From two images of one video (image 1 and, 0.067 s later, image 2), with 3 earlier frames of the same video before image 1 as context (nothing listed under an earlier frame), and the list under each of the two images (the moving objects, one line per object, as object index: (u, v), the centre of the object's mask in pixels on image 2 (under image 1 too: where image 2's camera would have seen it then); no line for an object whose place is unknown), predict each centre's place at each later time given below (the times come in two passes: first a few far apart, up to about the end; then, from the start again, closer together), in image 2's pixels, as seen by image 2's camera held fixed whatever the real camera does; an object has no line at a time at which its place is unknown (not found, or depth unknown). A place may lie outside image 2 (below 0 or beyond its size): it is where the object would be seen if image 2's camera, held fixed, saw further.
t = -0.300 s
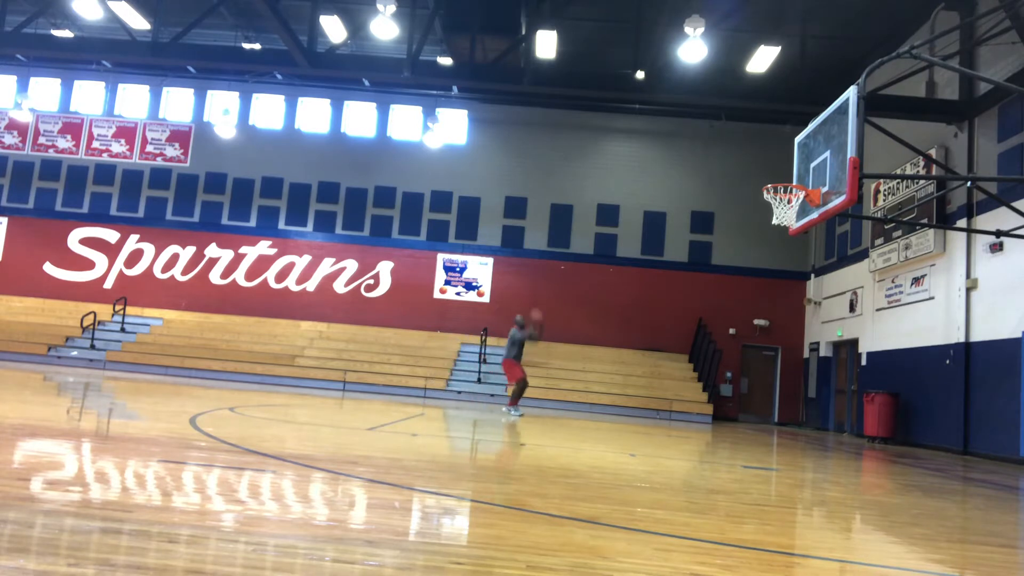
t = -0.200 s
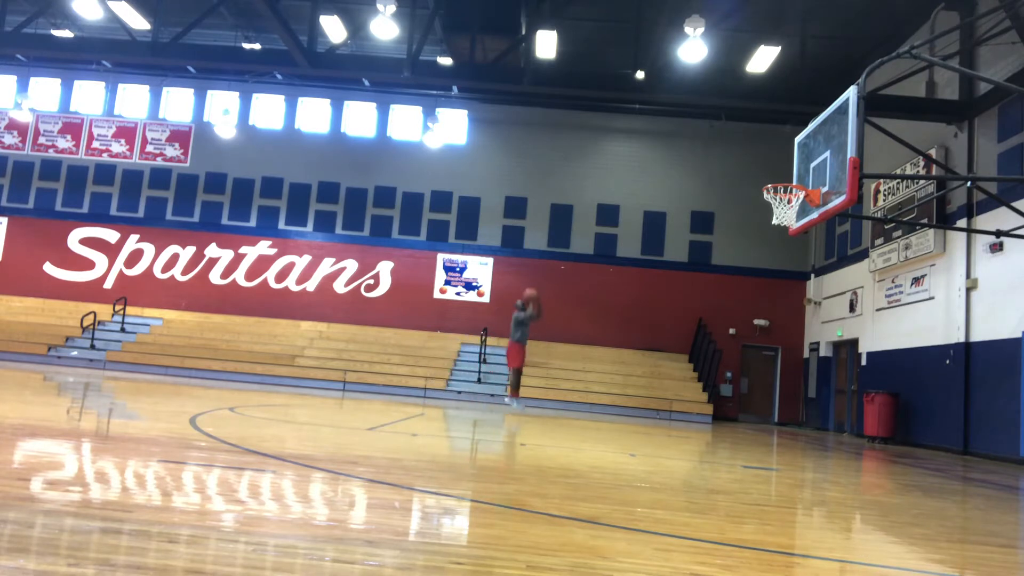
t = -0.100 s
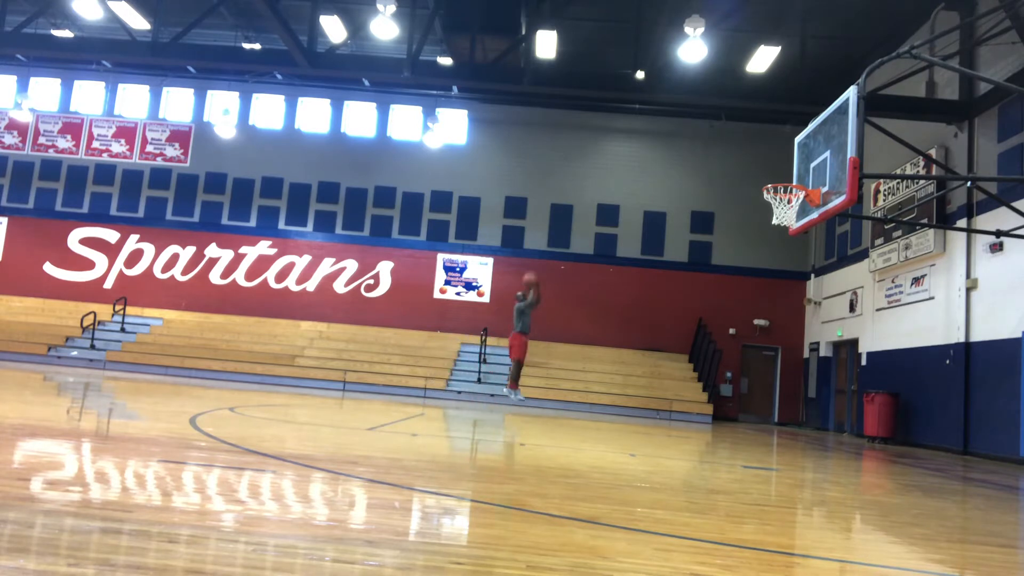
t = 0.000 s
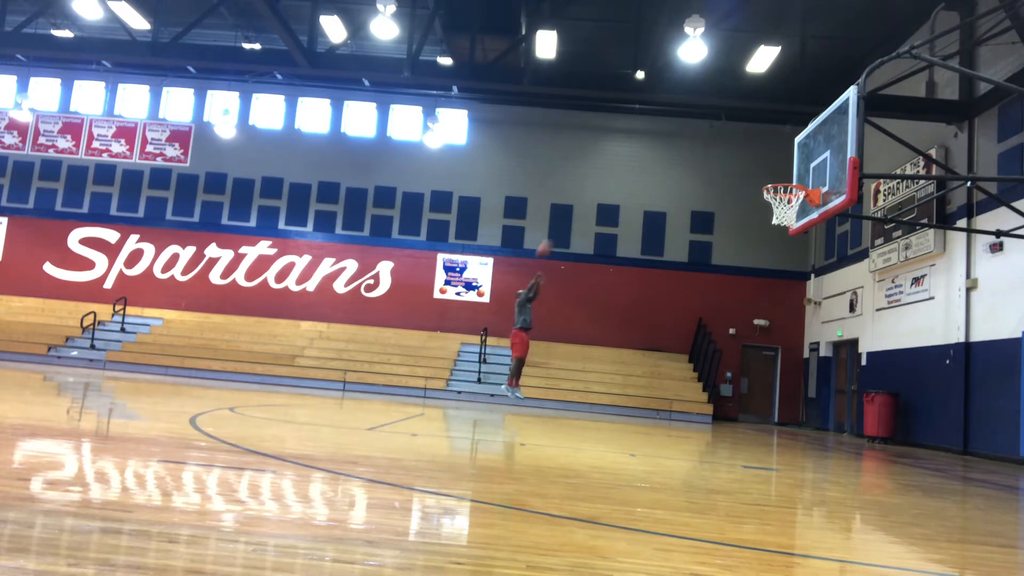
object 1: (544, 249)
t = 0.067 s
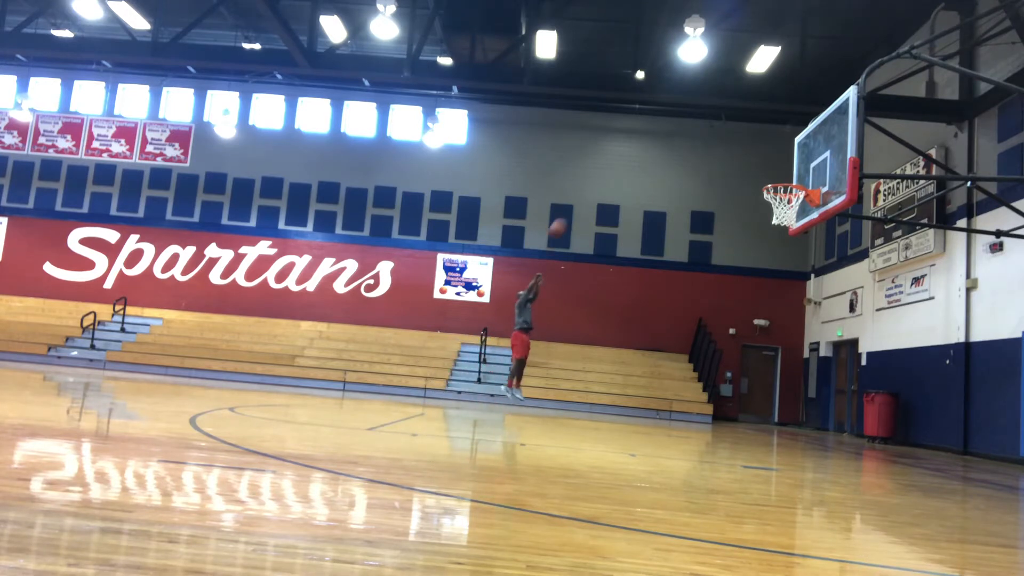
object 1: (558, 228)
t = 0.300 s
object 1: (606, 170)
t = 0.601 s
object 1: (673, 136)
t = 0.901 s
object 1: (749, 165)
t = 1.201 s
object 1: (800, 170)
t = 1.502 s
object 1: (783, 178)
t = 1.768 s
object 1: (757, 239)
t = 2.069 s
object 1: (725, 366)
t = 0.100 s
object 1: (564, 218)
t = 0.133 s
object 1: (570, 210)
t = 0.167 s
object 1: (578, 200)
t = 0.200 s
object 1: (584, 192)
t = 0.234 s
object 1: (592, 184)
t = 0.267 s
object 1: (598, 177)
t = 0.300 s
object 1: (606, 170)
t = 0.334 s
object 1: (613, 164)
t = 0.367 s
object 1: (621, 158)
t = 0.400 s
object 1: (628, 153)
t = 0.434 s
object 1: (635, 148)
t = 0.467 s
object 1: (643, 144)
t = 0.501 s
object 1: (651, 141)
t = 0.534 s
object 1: (658, 139)
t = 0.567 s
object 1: (665, 137)
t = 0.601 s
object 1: (673, 136)
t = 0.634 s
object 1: (681, 136)
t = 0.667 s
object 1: (689, 136)
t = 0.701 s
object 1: (697, 139)
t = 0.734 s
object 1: (705, 140)
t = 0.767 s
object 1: (714, 143)
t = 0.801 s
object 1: (722, 147)
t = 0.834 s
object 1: (731, 152)
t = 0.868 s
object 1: (739, 158)
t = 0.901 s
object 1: (749, 165)
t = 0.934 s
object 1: (758, 173)
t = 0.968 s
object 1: (767, 178)
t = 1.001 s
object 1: (775, 178)
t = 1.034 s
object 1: (781, 178)
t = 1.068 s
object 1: (789, 178)
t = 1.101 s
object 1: (793, 176)
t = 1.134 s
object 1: (795, 174)
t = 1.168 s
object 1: (798, 172)
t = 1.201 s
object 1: (800, 170)
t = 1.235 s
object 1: (803, 169)
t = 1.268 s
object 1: (805, 169)
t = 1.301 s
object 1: (805, 169)
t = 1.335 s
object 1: (802, 169)
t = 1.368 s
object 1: (798, 170)
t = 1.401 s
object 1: (795, 172)
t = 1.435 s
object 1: (791, 174)
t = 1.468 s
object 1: (788, 176)
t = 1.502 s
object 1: (783, 178)
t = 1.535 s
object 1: (781, 180)
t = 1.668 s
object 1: (765, 212)
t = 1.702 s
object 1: (763, 220)
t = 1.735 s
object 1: (760, 229)
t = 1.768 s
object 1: (757, 239)
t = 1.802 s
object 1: (754, 250)
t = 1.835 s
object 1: (750, 262)
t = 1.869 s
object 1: (747, 275)
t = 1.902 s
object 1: (743, 287)
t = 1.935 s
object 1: (739, 301)
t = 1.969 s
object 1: (737, 316)
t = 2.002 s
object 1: (733, 331)
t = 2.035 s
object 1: (730, 348)
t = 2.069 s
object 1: (725, 366)
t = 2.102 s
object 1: (723, 383)
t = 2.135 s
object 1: (720, 401)
